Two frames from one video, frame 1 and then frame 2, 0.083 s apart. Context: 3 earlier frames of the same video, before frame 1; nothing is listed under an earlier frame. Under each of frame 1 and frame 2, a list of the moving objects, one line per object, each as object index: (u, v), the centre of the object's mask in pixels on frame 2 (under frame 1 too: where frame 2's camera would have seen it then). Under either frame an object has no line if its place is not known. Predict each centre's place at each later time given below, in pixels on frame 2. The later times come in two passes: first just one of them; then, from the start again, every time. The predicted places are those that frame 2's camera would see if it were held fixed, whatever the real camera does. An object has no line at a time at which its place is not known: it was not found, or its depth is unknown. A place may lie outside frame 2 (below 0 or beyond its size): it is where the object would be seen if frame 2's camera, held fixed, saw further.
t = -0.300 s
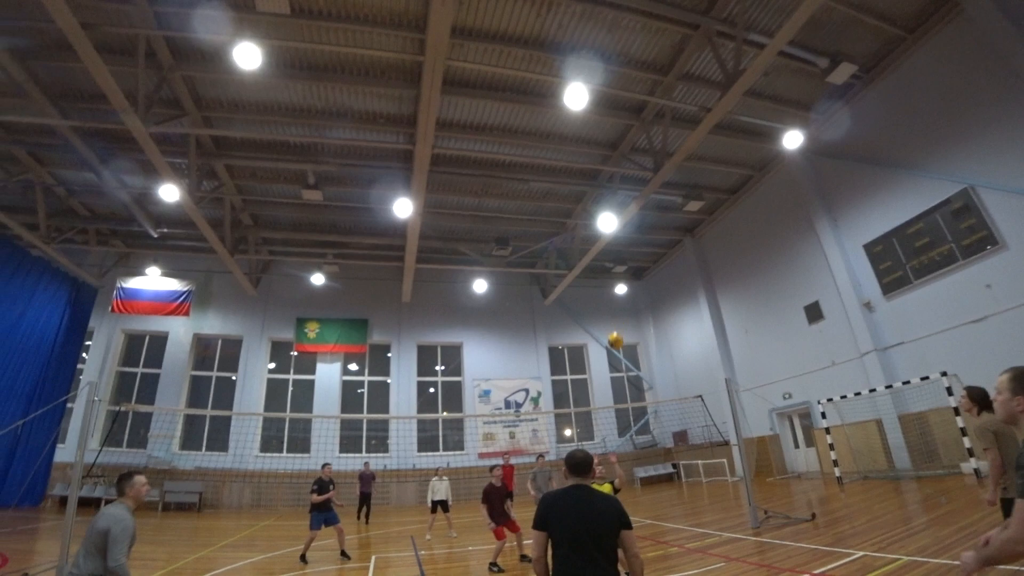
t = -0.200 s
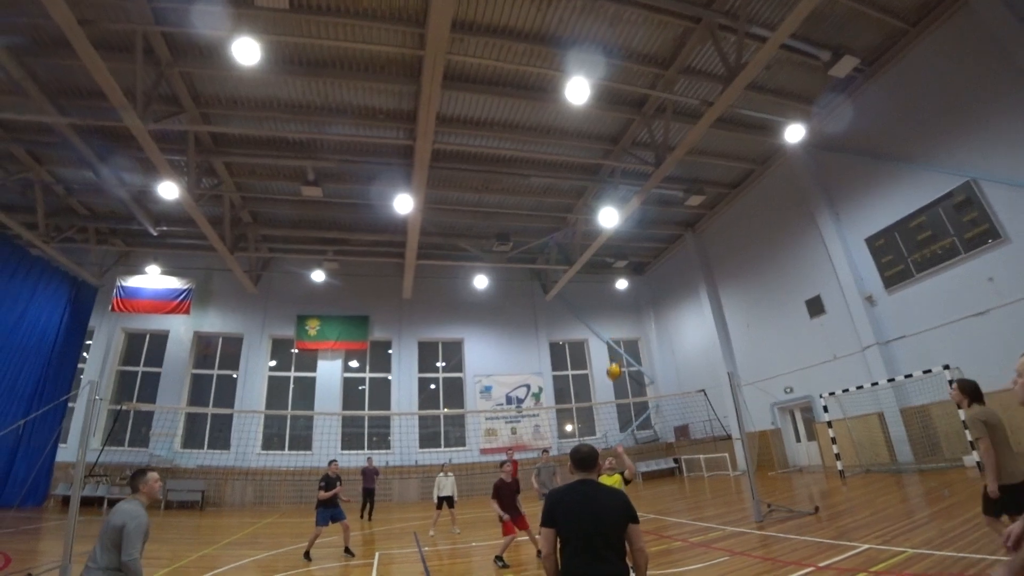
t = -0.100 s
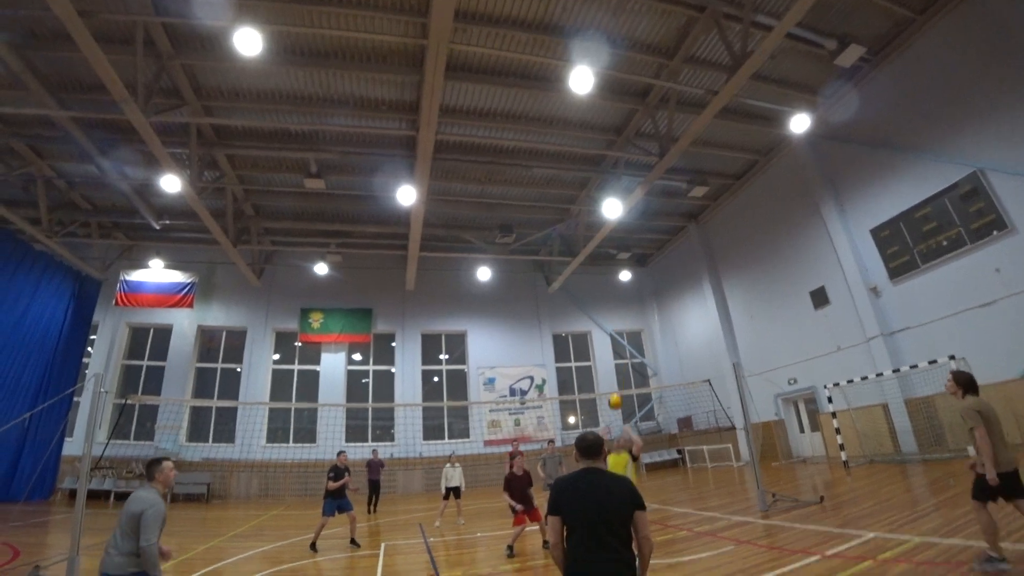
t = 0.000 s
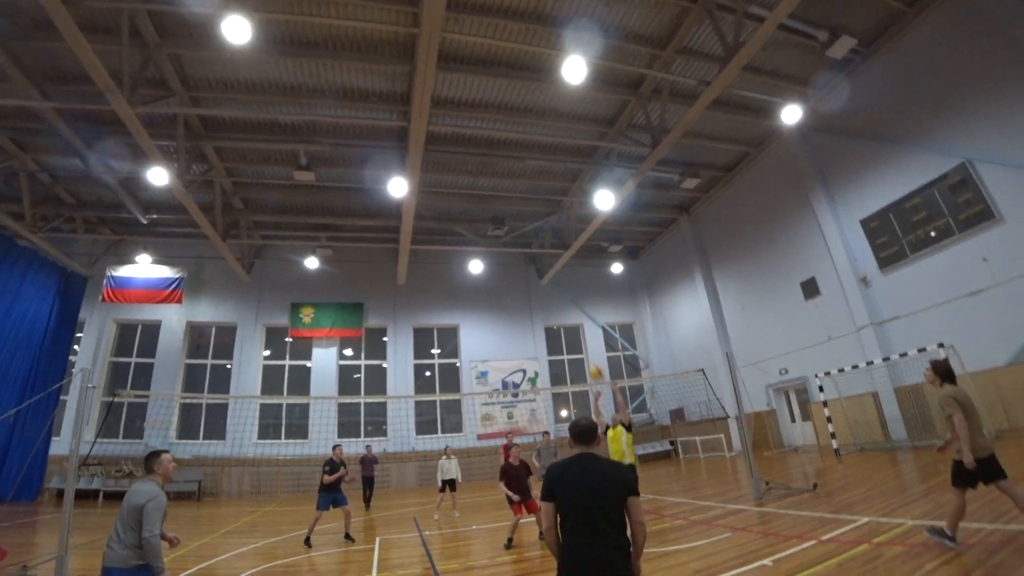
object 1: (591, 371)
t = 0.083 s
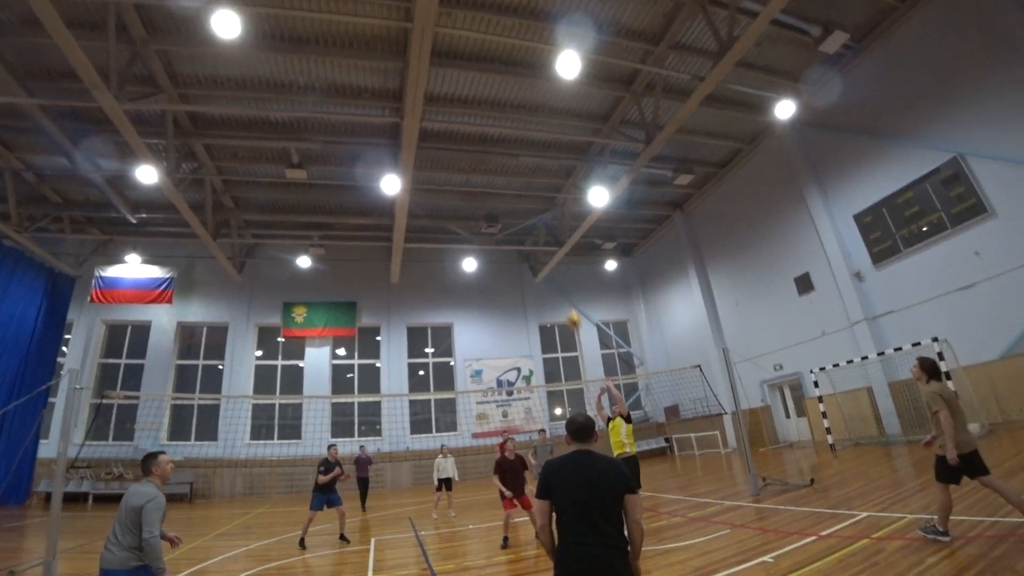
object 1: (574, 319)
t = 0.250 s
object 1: (540, 240)
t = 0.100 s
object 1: (570, 310)
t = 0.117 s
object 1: (566, 301)
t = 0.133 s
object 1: (562, 292)
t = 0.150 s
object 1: (559, 284)
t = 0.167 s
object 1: (556, 277)
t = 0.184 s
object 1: (553, 270)
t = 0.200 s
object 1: (549, 262)
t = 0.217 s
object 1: (546, 255)
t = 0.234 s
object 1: (543, 248)
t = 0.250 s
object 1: (540, 240)
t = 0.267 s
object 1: (537, 234)
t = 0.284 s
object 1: (533, 227)
